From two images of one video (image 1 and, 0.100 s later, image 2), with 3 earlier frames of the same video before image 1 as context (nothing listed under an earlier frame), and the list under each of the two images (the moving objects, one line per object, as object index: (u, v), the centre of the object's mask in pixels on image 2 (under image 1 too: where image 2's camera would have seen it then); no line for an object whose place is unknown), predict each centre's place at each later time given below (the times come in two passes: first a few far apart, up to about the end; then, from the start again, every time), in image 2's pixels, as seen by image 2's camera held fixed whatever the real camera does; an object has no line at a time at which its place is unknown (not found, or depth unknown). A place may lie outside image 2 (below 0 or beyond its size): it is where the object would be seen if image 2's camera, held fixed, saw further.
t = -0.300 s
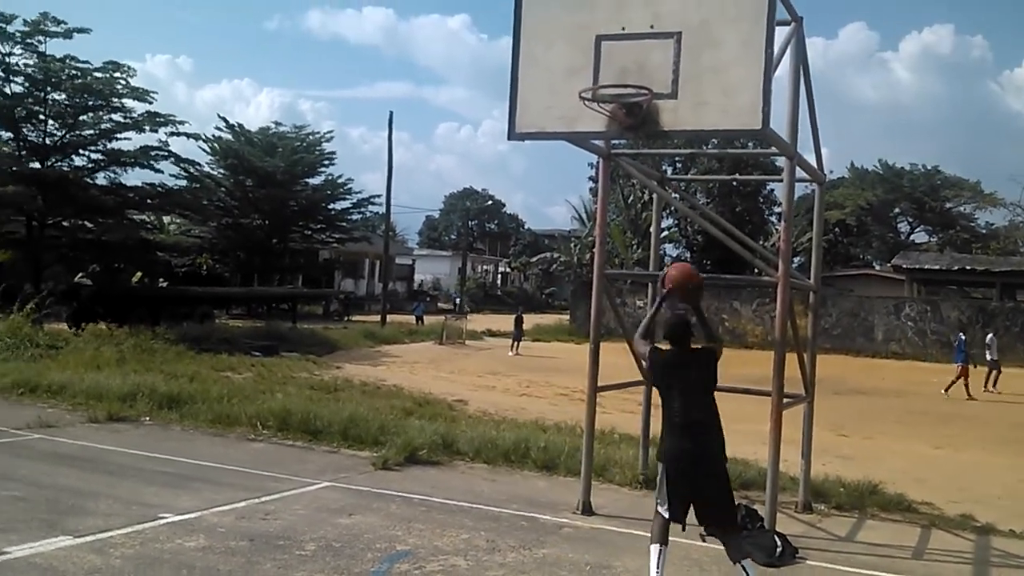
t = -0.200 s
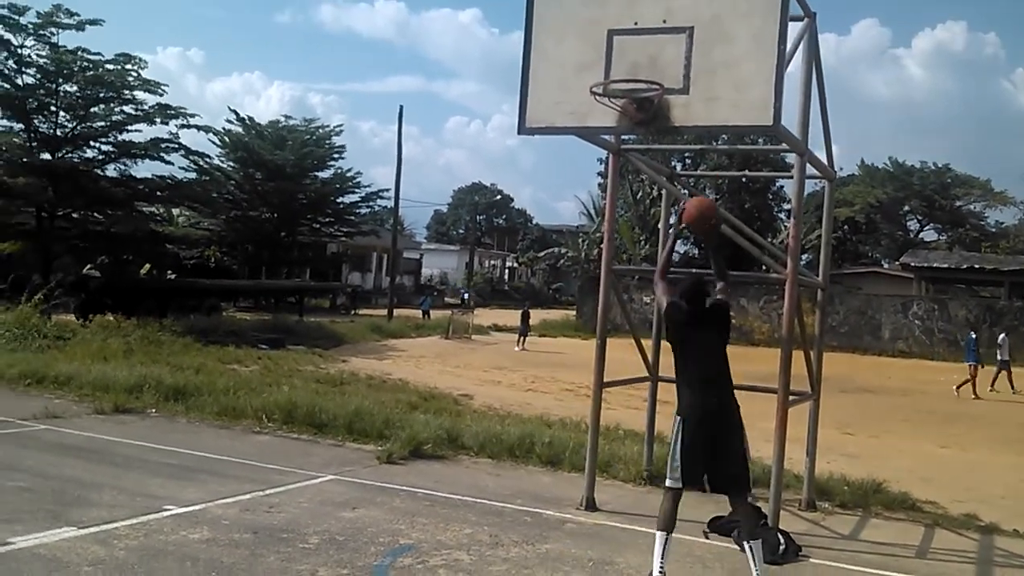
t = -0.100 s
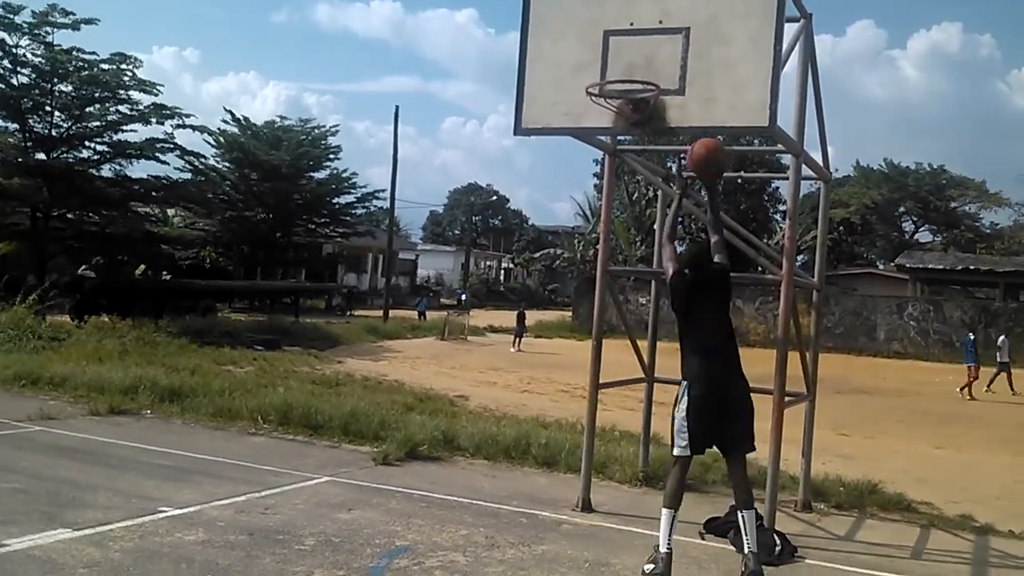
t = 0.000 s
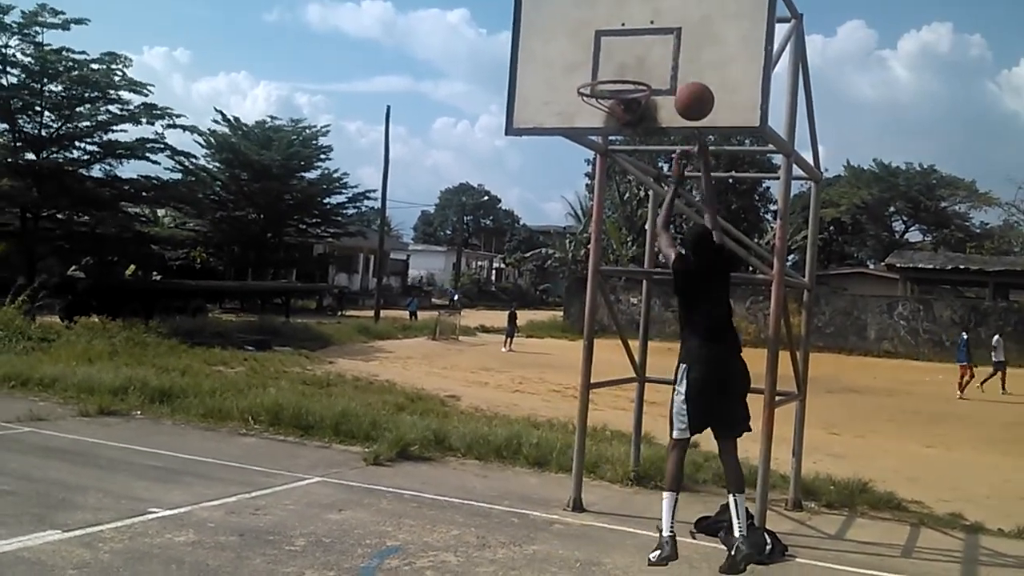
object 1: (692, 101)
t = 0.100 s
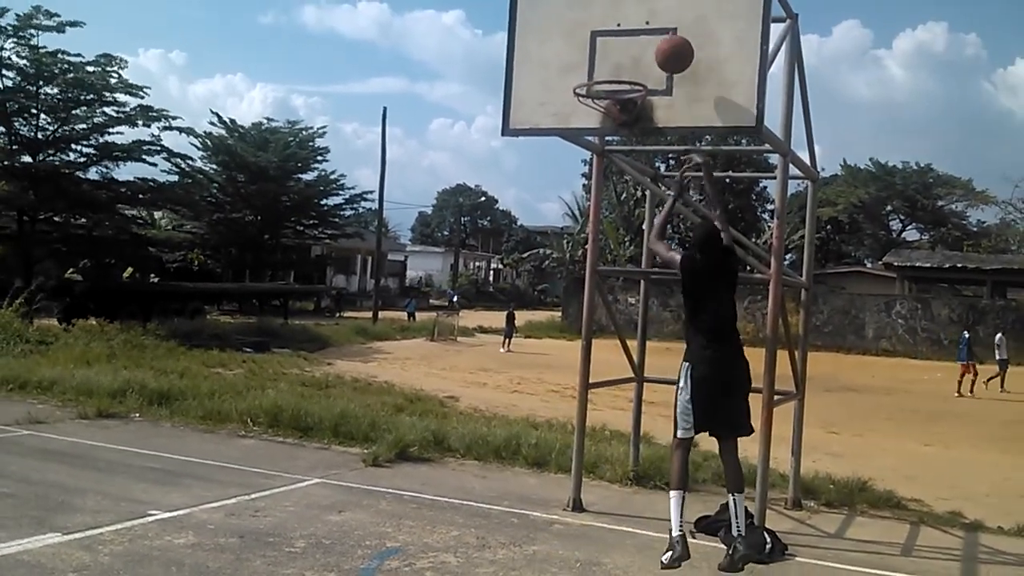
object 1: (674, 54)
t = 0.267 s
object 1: (654, 24)
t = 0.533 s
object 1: (619, 63)
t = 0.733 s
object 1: (592, 171)
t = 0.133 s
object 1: (669, 42)
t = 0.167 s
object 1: (664, 32)
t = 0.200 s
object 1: (662, 26)
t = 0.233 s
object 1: (659, 23)
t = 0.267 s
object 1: (654, 24)
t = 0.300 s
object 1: (650, 27)
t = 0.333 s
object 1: (646, 32)
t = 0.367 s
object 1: (641, 35)
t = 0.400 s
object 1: (637, 37)
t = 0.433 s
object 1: (632, 40)
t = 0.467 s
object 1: (628, 44)
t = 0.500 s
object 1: (623, 51)
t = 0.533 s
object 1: (619, 63)
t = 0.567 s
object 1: (615, 76)
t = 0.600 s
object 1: (610, 92)
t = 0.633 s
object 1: (607, 109)
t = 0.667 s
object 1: (603, 127)
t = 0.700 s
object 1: (598, 147)
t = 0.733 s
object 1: (592, 171)
